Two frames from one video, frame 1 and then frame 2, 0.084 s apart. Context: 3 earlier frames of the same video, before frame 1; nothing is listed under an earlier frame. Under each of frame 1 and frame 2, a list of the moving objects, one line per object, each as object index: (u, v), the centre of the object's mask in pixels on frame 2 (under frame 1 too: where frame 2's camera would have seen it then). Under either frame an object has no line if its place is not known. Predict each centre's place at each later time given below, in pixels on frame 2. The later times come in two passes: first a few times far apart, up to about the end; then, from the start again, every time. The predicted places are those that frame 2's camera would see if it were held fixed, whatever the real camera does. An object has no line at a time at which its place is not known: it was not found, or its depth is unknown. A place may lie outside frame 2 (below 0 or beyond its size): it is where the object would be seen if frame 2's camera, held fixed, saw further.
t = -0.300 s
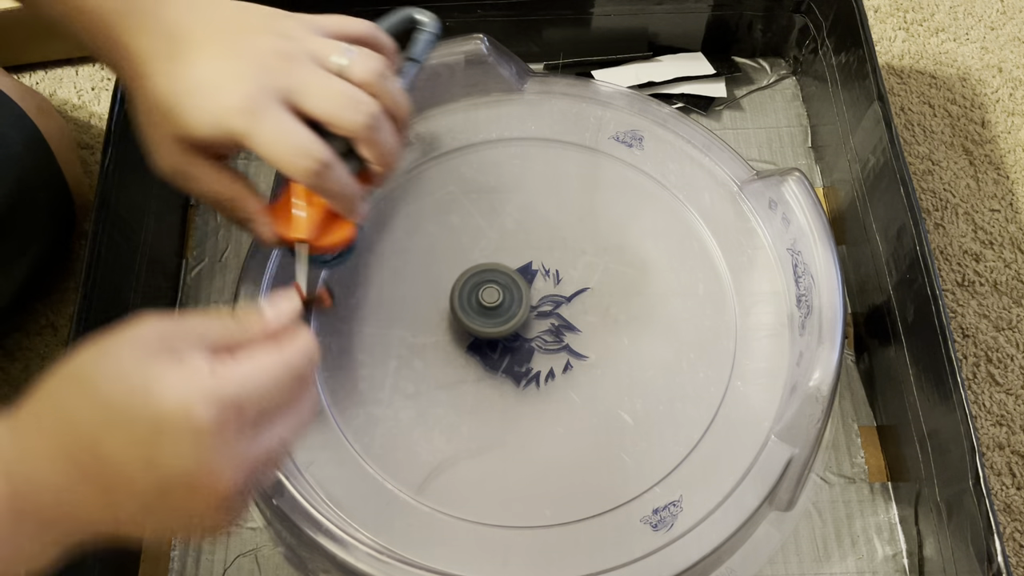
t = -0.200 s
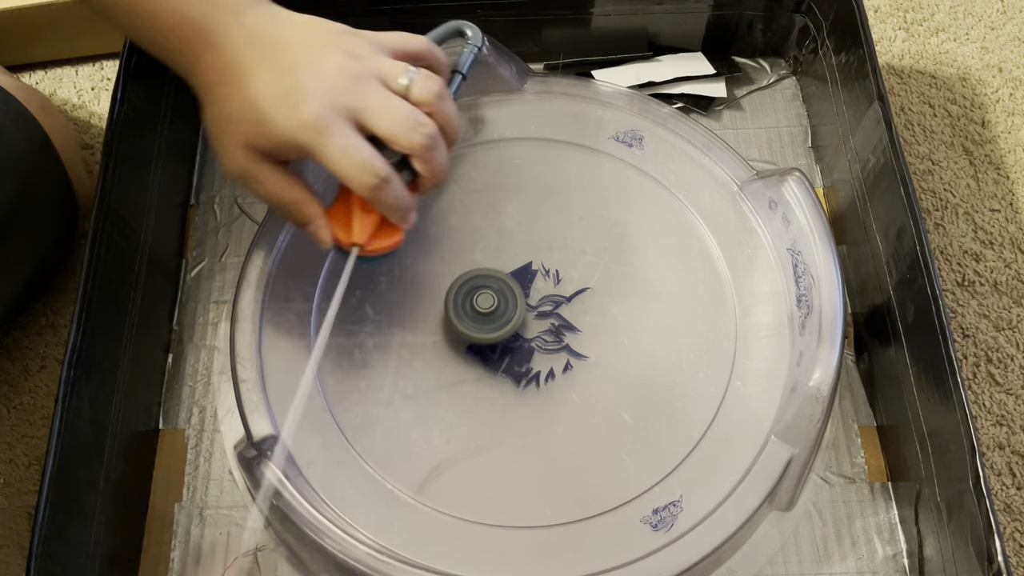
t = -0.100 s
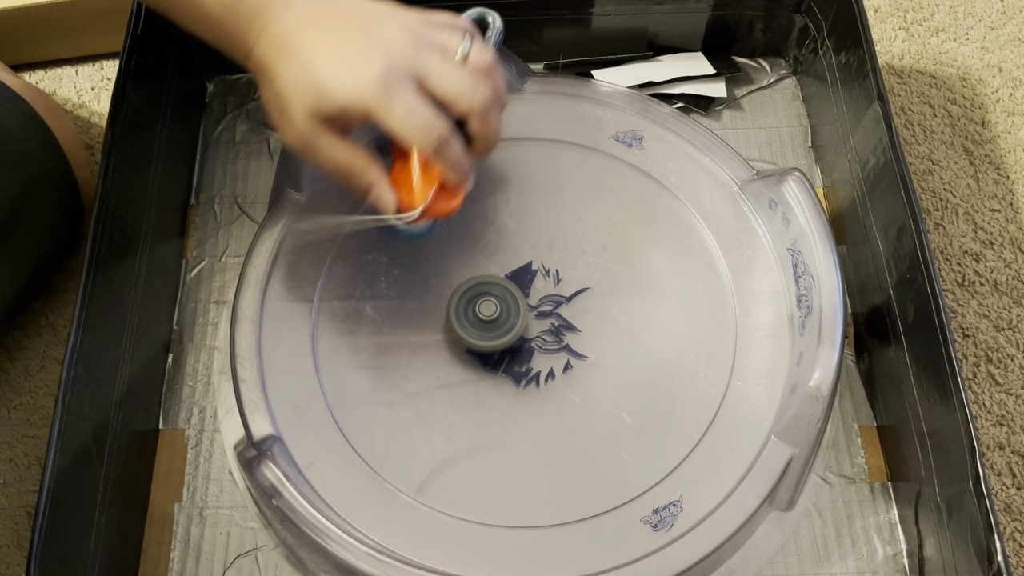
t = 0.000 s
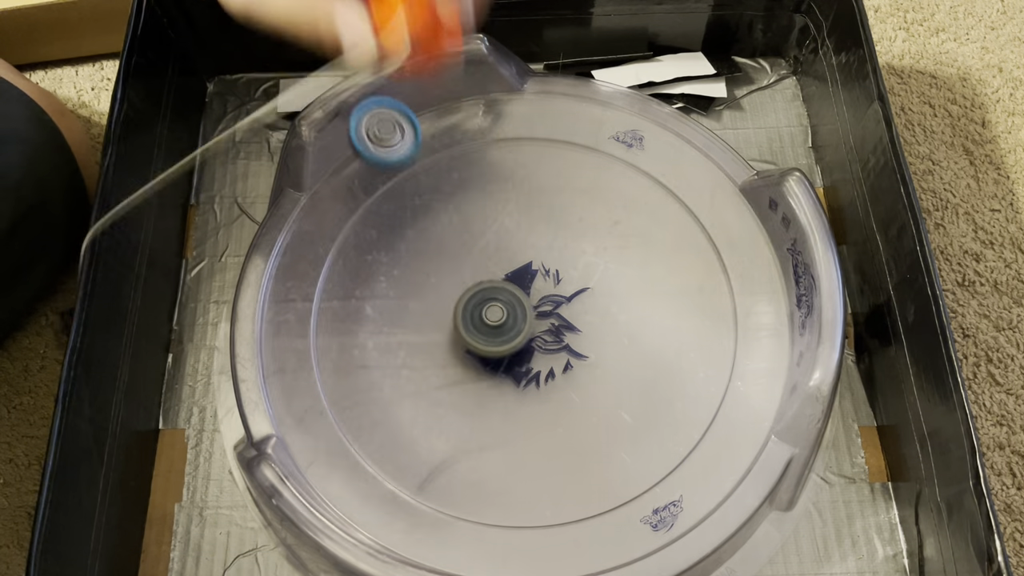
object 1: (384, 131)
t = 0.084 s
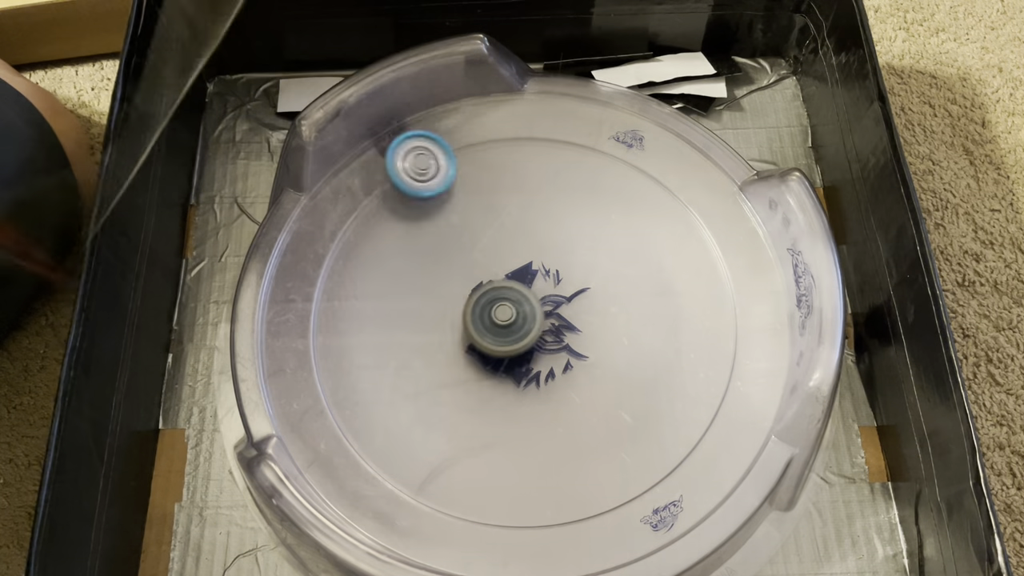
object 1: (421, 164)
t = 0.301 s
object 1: (487, 171)
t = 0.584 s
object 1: (504, 145)
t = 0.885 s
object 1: (548, 134)
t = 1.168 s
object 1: (602, 147)
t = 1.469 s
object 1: (636, 167)
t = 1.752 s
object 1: (666, 197)
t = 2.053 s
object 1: (714, 250)
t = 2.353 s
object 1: (698, 259)
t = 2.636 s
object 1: (713, 298)
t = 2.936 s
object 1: (566, 349)
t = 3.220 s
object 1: (672, 364)
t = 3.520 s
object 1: (718, 365)
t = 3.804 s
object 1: (690, 326)
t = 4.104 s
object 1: (558, 418)
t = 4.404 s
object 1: (593, 471)
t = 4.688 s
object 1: (480, 367)
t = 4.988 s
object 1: (387, 439)
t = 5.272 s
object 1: (473, 328)
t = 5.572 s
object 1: (538, 406)
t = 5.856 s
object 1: (499, 271)
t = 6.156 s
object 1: (513, 384)
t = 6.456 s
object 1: (604, 312)
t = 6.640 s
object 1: (680, 313)
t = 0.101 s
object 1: (427, 165)
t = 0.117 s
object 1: (433, 168)
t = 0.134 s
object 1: (440, 175)
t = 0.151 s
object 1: (447, 179)
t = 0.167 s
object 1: (452, 180)
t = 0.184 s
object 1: (459, 183)
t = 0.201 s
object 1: (464, 184)
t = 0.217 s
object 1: (470, 184)
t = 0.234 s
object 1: (474, 183)
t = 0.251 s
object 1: (478, 181)
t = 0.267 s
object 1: (481, 179)
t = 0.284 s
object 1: (484, 175)
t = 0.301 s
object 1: (487, 171)
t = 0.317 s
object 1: (490, 166)
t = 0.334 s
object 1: (492, 159)
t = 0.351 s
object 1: (494, 152)
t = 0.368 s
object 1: (496, 144)
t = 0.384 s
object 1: (497, 136)
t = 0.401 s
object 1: (497, 132)
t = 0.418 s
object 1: (497, 135)
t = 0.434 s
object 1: (496, 140)
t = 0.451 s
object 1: (495, 147)
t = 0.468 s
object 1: (495, 148)
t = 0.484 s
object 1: (496, 149)
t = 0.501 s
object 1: (496, 152)
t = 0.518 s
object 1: (497, 152)
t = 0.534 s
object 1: (498, 151)
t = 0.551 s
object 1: (500, 150)
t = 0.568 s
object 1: (502, 148)
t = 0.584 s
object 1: (504, 145)
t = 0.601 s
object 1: (506, 143)
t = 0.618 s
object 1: (508, 139)
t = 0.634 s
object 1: (511, 136)
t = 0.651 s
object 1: (513, 133)
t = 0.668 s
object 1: (513, 135)
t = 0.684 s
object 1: (514, 139)
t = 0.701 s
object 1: (516, 141)
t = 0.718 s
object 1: (517, 142)
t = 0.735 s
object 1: (520, 143)
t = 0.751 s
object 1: (522, 143)
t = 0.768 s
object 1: (525, 143)
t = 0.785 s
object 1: (529, 142)
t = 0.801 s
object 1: (532, 141)
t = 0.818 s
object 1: (535, 140)
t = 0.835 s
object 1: (539, 138)
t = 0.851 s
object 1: (542, 137)
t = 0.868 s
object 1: (545, 135)
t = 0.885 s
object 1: (548, 134)
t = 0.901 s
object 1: (549, 135)
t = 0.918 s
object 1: (551, 137)
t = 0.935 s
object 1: (554, 137)
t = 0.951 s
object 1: (557, 138)
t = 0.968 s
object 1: (560, 138)
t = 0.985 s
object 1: (564, 138)
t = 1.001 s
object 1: (568, 138)
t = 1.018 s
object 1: (572, 137)
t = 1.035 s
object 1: (574, 139)
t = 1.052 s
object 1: (576, 141)
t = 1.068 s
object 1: (579, 143)
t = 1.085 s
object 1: (582, 144)
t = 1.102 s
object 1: (586, 145)
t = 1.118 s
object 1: (591, 146)
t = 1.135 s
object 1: (596, 146)
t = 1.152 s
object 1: (600, 146)
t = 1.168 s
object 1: (602, 147)
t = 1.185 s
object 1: (603, 150)
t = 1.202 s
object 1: (605, 152)
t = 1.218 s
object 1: (608, 153)
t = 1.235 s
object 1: (611, 154)
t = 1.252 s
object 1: (614, 155)
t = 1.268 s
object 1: (618, 156)
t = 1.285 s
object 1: (621, 156)
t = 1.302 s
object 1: (624, 156)
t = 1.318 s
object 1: (625, 157)
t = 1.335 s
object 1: (626, 158)
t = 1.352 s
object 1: (627, 159)
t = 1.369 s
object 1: (630, 160)
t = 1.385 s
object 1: (632, 161)
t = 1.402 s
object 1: (634, 161)
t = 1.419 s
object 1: (634, 162)
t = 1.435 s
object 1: (634, 164)
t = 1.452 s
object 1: (635, 165)
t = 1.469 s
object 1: (636, 167)
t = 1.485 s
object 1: (638, 169)
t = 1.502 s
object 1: (641, 171)
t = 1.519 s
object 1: (643, 173)
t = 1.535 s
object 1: (646, 175)
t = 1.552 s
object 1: (649, 177)
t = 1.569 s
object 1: (651, 178)
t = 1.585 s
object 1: (654, 180)
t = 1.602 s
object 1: (657, 181)
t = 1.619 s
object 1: (659, 182)
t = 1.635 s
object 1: (661, 184)
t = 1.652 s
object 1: (663, 186)
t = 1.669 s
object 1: (665, 187)
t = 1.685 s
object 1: (666, 189)
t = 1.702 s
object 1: (667, 191)
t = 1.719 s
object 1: (667, 193)
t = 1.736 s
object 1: (667, 195)
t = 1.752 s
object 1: (666, 197)
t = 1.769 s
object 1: (665, 200)
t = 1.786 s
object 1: (663, 204)
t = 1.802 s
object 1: (659, 207)
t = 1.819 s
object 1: (655, 211)
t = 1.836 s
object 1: (651, 216)
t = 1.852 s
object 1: (647, 221)
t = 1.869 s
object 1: (640, 226)
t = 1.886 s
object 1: (633, 231)
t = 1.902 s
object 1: (626, 237)
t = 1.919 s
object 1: (619, 245)
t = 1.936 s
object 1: (613, 254)
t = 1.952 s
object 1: (617, 261)
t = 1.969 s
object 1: (639, 261)
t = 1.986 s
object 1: (659, 260)
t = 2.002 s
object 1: (674, 258)
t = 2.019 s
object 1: (689, 256)
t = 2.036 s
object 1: (701, 253)
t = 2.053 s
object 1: (714, 250)
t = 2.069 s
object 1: (714, 245)
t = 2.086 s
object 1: (711, 241)
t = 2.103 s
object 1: (706, 238)
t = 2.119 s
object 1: (701, 238)
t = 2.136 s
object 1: (696, 239)
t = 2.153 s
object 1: (695, 237)
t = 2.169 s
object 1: (693, 238)
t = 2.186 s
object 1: (693, 239)
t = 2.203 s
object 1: (693, 239)
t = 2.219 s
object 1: (693, 241)
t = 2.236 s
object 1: (694, 242)
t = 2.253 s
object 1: (696, 244)
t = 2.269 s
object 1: (696, 246)
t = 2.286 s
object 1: (697, 248)
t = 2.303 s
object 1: (698, 250)
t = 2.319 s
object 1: (698, 253)
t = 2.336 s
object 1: (699, 256)
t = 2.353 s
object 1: (698, 259)
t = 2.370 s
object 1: (698, 262)
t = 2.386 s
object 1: (698, 266)
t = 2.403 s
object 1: (697, 270)
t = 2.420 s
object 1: (696, 274)
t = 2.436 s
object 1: (695, 278)
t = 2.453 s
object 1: (694, 282)
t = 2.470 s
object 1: (692, 285)
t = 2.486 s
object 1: (691, 289)
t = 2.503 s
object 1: (689, 293)
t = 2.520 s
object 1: (687, 296)
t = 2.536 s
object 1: (685, 299)
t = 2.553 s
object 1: (683, 301)
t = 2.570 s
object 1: (679, 304)
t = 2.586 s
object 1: (675, 307)
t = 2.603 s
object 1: (672, 308)
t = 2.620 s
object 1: (690, 303)
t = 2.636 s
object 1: (713, 298)
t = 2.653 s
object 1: (728, 294)
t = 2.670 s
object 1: (714, 285)
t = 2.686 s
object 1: (698, 276)
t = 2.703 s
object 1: (682, 270)
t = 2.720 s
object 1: (663, 266)
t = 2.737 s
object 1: (649, 261)
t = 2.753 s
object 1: (635, 258)
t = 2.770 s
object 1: (621, 257)
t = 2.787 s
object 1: (609, 258)
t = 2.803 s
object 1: (598, 260)
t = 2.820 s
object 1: (588, 265)
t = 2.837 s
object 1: (580, 273)
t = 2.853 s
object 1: (574, 283)
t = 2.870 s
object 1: (569, 294)
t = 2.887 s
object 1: (565, 308)
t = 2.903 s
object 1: (564, 321)
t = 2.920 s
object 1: (564, 335)
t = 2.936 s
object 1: (566, 349)
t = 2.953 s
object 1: (570, 363)
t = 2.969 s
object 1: (577, 376)
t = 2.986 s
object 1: (584, 389)
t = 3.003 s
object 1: (594, 400)
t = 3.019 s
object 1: (604, 409)
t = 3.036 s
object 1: (617, 419)
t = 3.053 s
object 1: (630, 427)
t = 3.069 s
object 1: (644, 433)
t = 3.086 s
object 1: (657, 439)
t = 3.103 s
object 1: (671, 445)
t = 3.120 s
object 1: (677, 439)
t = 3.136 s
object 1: (677, 423)
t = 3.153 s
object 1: (677, 409)
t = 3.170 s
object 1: (675, 396)
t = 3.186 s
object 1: (675, 383)
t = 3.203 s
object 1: (674, 373)
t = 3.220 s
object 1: (672, 364)
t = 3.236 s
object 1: (670, 357)
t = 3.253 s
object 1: (666, 352)
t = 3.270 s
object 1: (661, 348)
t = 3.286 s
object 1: (654, 344)
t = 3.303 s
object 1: (646, 341)
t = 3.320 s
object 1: (636, 340)
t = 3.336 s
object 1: (626, 341)
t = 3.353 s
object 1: (615, 342)
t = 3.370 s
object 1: (604, 346)
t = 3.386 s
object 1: (602, 353)
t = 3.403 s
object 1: (641, 366)
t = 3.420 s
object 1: (677, 377)
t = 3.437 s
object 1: (709, 387)
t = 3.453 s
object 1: (721, 386)
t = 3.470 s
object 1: (721, 378)
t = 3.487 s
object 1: (721, 372)
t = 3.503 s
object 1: (720, 367)
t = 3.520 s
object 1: (718, 365)
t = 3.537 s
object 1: (717, 363)
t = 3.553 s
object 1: (721, 358)
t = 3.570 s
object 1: (725, 354)
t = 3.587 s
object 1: (726, 349)
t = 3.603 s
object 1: (725, 342)
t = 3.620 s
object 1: (724, 336)
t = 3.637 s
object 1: (723, 332)
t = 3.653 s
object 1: (722, 330)
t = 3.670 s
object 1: (722, 329)
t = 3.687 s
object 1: (721, 329)
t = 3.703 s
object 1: (719, 328)
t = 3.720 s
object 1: (717, 328)
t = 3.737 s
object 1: (714, 327)
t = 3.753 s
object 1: (710, 327)
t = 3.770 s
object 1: (705, 326)
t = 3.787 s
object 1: (698, 326)
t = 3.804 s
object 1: (690, 326)
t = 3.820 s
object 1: (682, 326)
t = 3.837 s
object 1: (673, 326)
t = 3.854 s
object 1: (663, 326)
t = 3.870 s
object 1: (653, 326)
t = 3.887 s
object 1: (643, 328)
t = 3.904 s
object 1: (633, 330)
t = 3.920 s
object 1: (622, 334)
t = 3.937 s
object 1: (613, 339)
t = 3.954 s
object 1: (604, 345)
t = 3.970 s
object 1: (596, 351)
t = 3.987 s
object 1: (588, 358)
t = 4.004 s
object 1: (581, 366)
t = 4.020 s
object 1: (575, 374)
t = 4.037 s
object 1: (569, 383)
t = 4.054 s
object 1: (565, 390)
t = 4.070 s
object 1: (562, 400)
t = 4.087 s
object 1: (559, 409)
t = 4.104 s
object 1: (558, 418)
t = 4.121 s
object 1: (558, 426)
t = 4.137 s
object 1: (559, 434)
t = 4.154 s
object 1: (561, 442)
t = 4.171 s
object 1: (565, 448)
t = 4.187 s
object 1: (570, 454)
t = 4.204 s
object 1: (574, 459)
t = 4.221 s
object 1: (579, 464)
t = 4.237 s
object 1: (582, 468)
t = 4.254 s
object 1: (585, 471)
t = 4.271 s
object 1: (588, 475)
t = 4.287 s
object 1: (590, 478)
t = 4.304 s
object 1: (592, 480)
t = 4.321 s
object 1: (593, 481)
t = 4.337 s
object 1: (594, 480)
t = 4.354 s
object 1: (594, 479)
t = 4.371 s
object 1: (594, 477)
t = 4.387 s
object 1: (594, 474)
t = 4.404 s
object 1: (593, 471)
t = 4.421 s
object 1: (591, 466)
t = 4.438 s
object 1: (589, 461)
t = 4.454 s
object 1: (587, 454)
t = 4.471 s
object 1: (585, 446)
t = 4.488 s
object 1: (582, 437)
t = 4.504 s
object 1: (580, 428)
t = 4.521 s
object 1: (575, 418)
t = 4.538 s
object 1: (569, 410)
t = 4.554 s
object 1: (561, 401)
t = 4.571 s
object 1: (553, 393)
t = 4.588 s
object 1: (543, 386)
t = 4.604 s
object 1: (533, 381)
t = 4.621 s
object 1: (524, 376)
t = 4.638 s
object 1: (513, 373)
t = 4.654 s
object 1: (503, 370)
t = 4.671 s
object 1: (491, 368)
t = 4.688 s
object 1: (480, 367)
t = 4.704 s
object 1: (469, 366)
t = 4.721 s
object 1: (456, 367)
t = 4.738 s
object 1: (445, 369)
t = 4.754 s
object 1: (434, 372)
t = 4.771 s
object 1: (424, 376)
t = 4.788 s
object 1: (415, 381)
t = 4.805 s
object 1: (407, 386)
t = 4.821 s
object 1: (401, 392)
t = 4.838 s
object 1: (397, 399)
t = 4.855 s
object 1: (393, 406)
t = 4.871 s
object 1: (390, 412)
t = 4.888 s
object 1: (387, 418)
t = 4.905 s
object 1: (384, 423)
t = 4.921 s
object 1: (383, 427)
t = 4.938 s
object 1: (382, 432)
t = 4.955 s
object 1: (382, 435)
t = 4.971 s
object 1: (384, 438)
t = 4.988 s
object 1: (387, 439)
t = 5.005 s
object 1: (391, 440)
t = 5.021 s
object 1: (395, 440)
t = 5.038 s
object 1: (401, 439)
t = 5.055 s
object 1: (407, 436)
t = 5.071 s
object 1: (414, 432)
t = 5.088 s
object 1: (422, 427)
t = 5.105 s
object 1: (431, 422)
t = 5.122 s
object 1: (441, 417)
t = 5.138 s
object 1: (450, 409)
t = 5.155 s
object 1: (458, 401)
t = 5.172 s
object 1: (464, 392)
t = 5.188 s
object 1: (468, 383)
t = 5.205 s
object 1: (472, 372)
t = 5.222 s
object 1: (475, 362)
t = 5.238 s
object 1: (476, 350)
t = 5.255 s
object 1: (475, 339)
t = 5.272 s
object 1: (473, 328)
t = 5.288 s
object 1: (464, 342)
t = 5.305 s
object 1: (454, 364)
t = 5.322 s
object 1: (447, 378)
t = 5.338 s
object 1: (441, 393)
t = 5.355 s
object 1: (438, 403)
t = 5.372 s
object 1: (437, 413)
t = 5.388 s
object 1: (439, 419)
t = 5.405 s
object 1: (443, 425)
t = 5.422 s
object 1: (450, 431)
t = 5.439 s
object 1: (459, 435)
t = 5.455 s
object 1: (469, 437)
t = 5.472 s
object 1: (480, 438)
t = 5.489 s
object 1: (493, 436)
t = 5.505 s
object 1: (504, 433)
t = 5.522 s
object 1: (514, 428)
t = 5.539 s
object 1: (523, 422)
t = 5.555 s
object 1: (532, 415)
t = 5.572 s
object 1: (538, 406)
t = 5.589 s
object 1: (544, 398)
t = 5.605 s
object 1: (549, 387)
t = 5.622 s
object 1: (552, 378)
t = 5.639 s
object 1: (554, 368)
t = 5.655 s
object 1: (555, 358)
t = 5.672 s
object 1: (555, 347)
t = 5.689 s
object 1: (554, 335)
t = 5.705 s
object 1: (552, 327)
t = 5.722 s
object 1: (548, 316)
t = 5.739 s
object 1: (544, 306)
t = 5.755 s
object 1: (539, 297)
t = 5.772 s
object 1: (533, 289)
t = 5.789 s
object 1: (527, 281)
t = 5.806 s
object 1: (519, 273)
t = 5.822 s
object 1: (511, 267)
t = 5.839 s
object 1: (505, 269)
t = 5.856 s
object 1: (499, 271)
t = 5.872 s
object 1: (492, 271)
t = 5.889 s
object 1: (483, 277)
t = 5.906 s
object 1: (475, 290)
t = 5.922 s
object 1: (468, 299)
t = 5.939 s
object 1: (464, 309)
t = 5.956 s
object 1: (460, 316)
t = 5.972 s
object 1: (459, 324)
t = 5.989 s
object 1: (459, 331)
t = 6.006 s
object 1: (460, 338)
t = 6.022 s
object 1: (462, 346)
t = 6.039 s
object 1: (466, 353)
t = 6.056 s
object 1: (470, 360)
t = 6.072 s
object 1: (476, 367)
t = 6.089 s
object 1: (482, 372)
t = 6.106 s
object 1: (489, 376)
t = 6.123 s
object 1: (497, 380)
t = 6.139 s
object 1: (504, 382)
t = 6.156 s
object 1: (513, 384)
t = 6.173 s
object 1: (521, 384)
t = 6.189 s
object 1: (530, 384)
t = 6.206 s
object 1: (538, 382)
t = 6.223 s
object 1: (547, 379)
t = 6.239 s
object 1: (555, 374)
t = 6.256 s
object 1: (561, 369)
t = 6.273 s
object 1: (567, 363)
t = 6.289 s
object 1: (573, 357)
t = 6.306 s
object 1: (577, 350)
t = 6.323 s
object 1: (580, 341)
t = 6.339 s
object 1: (582, 333)
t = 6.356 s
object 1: (584, 325)
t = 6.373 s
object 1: (586, 322)
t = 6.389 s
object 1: (591, 321)
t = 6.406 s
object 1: (595, 322)
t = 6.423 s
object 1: (598, 319)
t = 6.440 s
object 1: (599, 315)
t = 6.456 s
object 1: (604, 312)
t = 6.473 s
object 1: (609, 311)
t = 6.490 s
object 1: (613, 309)
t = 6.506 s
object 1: (616, 307)
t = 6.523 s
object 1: (618, 303)
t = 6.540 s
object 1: (618, 299)
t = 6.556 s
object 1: (618, 294)
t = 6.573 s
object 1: (634, 299)
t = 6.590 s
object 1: (650, 305)
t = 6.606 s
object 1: (663, 309)
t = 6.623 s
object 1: (673, 312)
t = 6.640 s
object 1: (680, 313)
